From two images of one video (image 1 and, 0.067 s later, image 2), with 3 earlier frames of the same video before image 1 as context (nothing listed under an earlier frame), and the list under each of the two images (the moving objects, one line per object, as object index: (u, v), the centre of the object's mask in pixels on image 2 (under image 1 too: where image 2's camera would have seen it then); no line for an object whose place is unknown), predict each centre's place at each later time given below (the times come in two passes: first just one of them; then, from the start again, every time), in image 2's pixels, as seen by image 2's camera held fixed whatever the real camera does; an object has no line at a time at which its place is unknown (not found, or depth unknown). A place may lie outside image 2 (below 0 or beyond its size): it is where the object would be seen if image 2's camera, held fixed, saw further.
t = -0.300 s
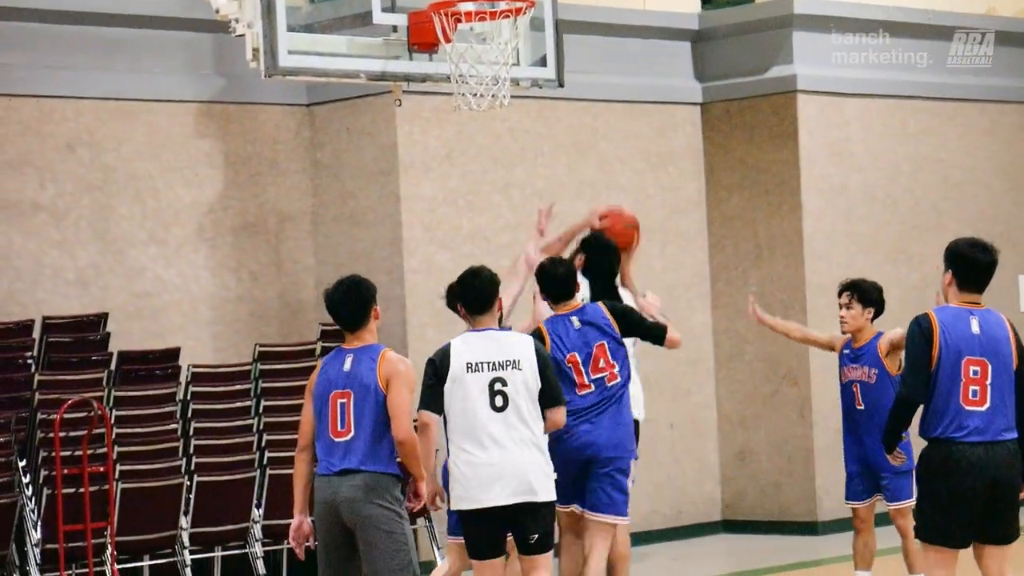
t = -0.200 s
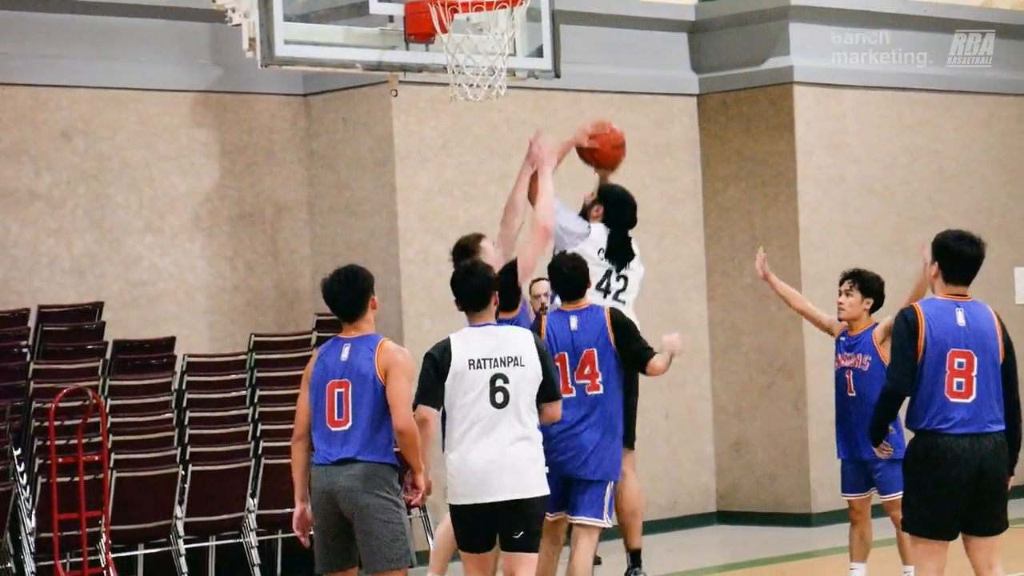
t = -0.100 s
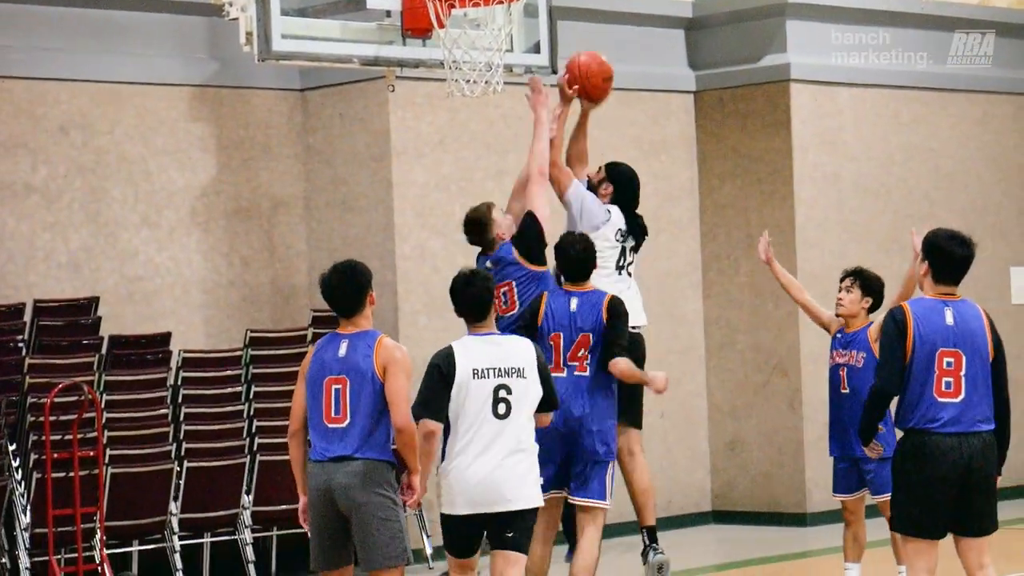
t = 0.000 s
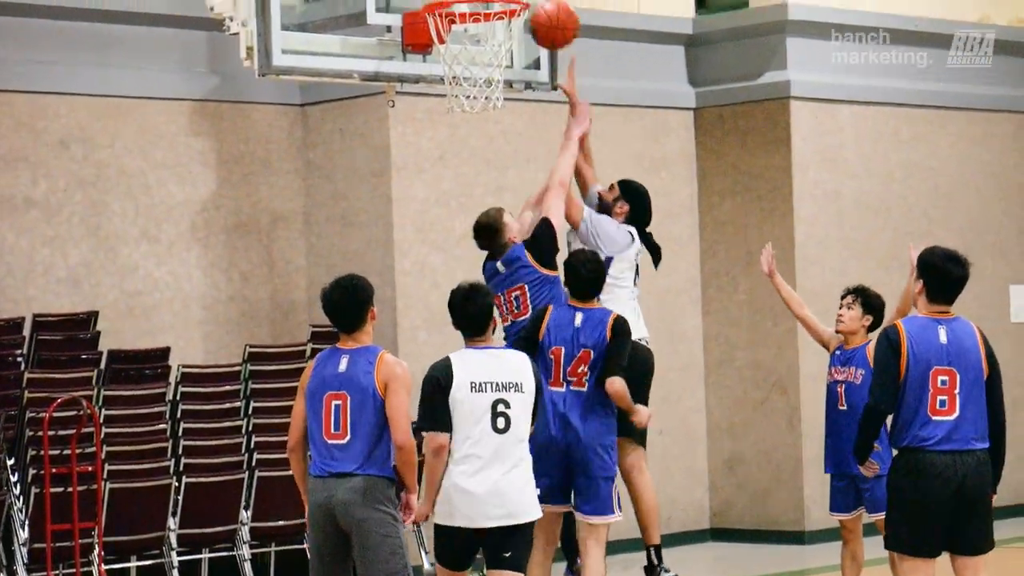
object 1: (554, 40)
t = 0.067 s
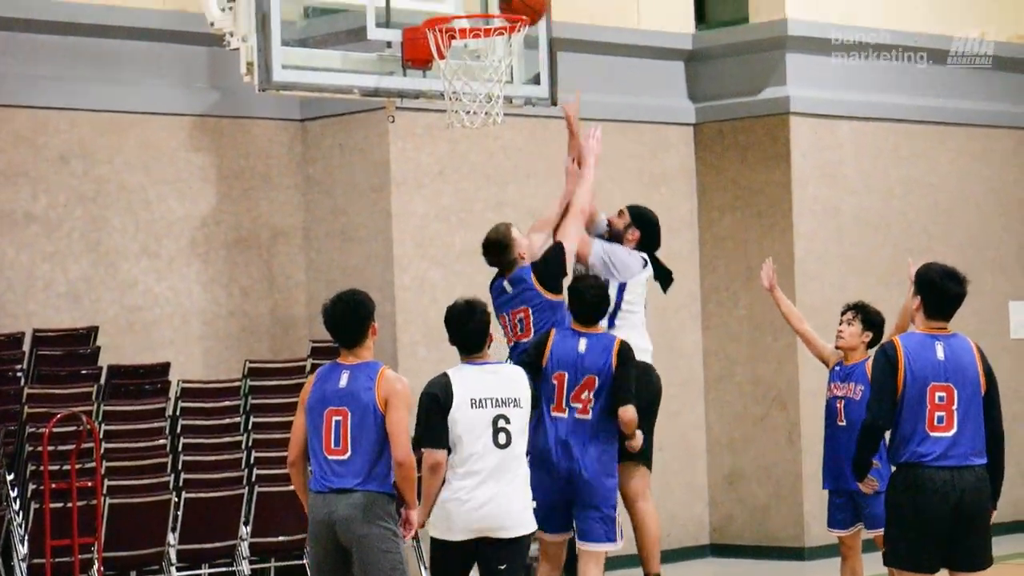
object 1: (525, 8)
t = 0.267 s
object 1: (441, -43)
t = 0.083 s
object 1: (515, 4)
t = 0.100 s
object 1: (507, -1)
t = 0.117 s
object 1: (499, -6)
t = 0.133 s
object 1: (492, -12)
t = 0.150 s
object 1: (484, -17)
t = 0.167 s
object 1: (476, -22)
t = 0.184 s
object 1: (468, -27)
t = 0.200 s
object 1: (461, -31)
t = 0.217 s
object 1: (453, -35)
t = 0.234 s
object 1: (447, -38)
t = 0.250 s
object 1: (444, -40)
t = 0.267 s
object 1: (441, -43)
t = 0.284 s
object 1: (438, -46)
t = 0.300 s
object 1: (435, -48)
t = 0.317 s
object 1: (432, -50)
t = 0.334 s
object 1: (429, -51)
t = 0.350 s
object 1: (426, -52)
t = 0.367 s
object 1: (423, -52)
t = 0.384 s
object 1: (420, -51)
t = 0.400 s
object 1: (417, -47)
